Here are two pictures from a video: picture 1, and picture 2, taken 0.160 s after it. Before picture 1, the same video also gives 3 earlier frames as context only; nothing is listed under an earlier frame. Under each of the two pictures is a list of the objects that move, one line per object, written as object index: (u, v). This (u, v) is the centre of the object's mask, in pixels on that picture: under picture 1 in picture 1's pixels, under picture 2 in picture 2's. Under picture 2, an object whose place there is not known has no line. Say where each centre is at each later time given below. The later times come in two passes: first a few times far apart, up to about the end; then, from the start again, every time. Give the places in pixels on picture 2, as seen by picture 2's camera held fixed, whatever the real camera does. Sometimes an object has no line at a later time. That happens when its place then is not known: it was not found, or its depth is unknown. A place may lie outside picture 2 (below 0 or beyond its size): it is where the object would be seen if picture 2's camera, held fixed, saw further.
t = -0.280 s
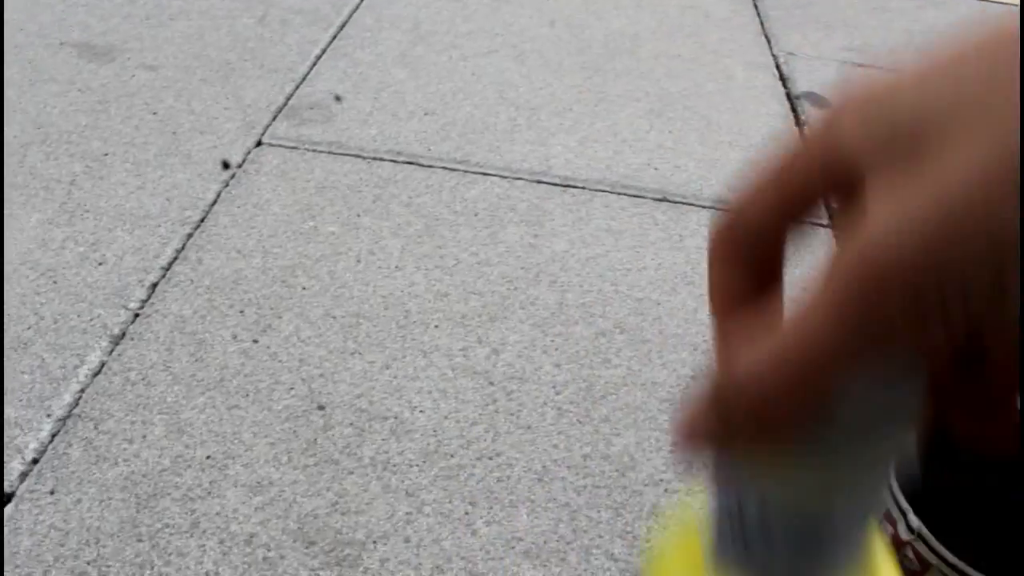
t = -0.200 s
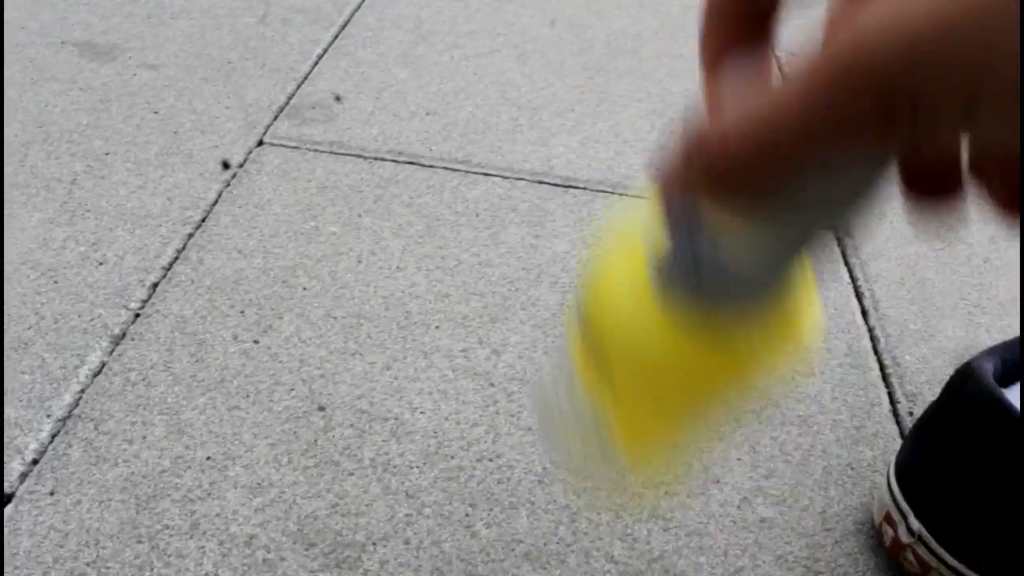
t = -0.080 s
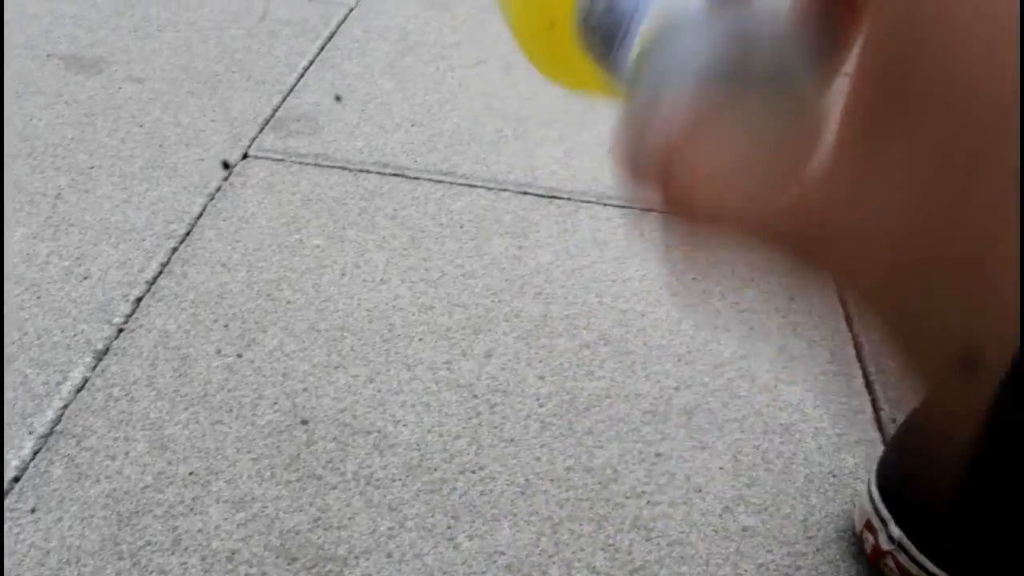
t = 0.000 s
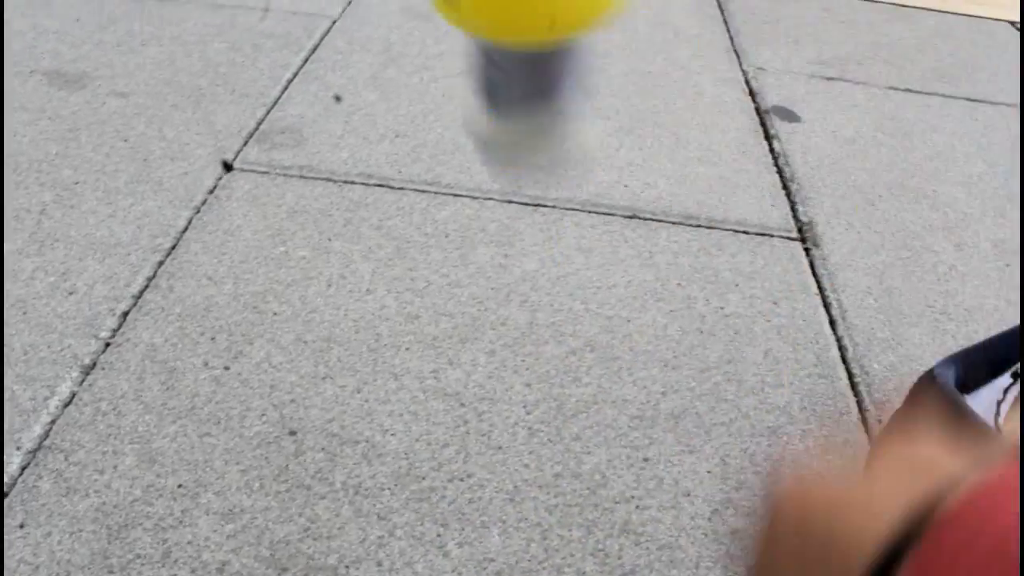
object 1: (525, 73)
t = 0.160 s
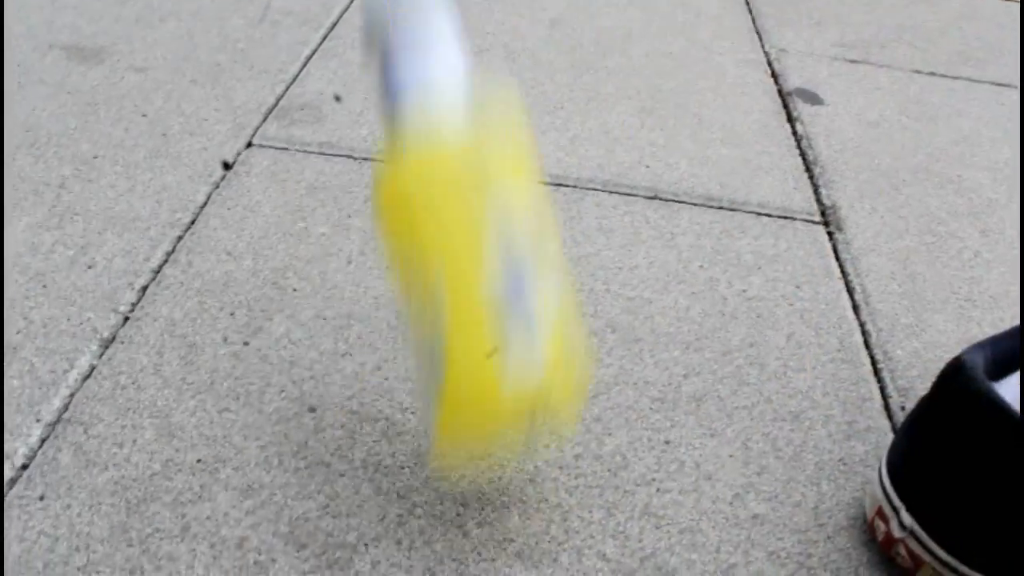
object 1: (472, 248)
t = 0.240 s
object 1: (429, 342)
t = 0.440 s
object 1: (425, 349)
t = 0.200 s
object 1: (441, 297)
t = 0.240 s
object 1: (429, 342)
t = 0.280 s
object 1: (425, 356)
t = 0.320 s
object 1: (419, 353)
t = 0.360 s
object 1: (419, 353)
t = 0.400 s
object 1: (422, 351)
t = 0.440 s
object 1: (425, 349)
